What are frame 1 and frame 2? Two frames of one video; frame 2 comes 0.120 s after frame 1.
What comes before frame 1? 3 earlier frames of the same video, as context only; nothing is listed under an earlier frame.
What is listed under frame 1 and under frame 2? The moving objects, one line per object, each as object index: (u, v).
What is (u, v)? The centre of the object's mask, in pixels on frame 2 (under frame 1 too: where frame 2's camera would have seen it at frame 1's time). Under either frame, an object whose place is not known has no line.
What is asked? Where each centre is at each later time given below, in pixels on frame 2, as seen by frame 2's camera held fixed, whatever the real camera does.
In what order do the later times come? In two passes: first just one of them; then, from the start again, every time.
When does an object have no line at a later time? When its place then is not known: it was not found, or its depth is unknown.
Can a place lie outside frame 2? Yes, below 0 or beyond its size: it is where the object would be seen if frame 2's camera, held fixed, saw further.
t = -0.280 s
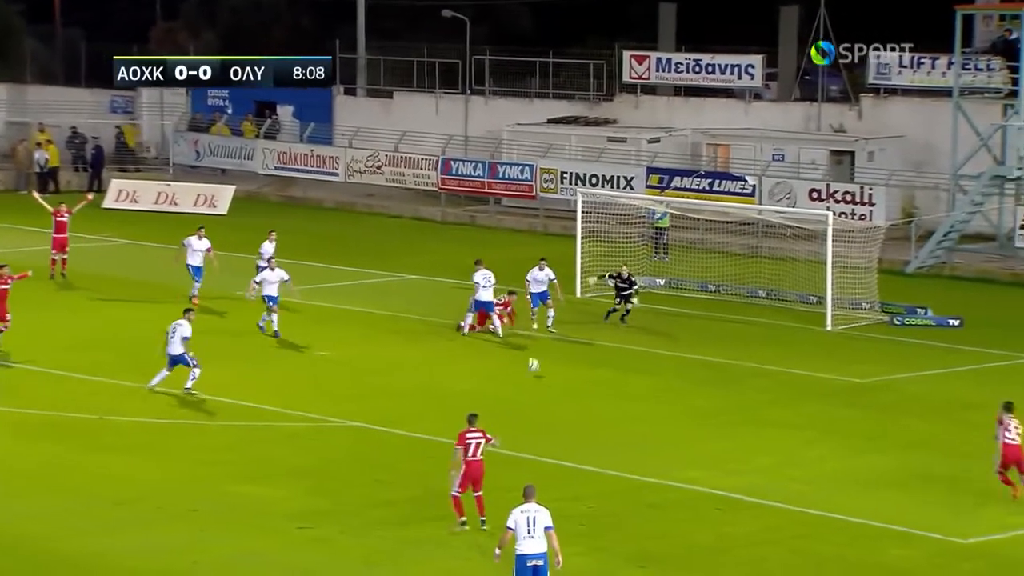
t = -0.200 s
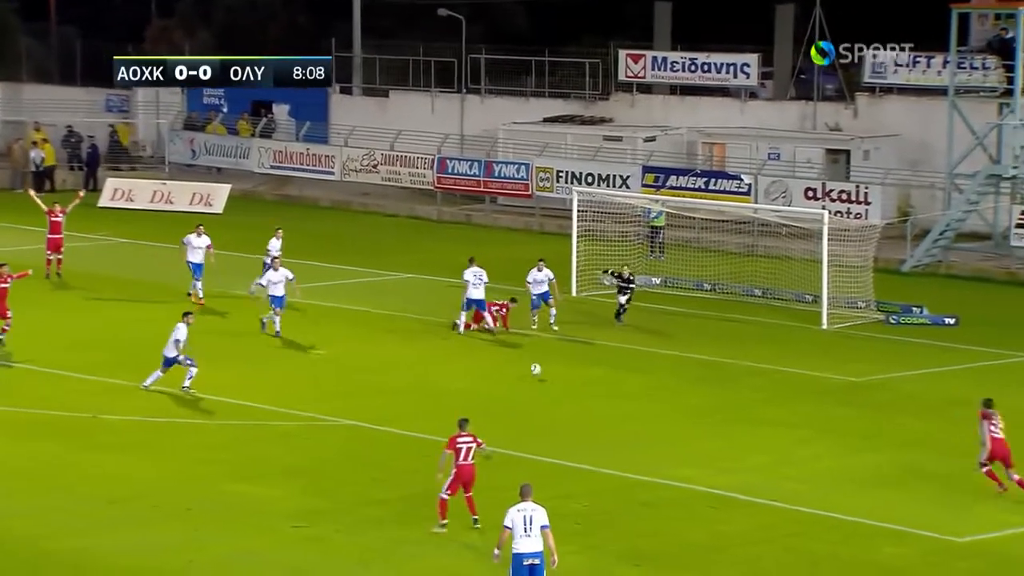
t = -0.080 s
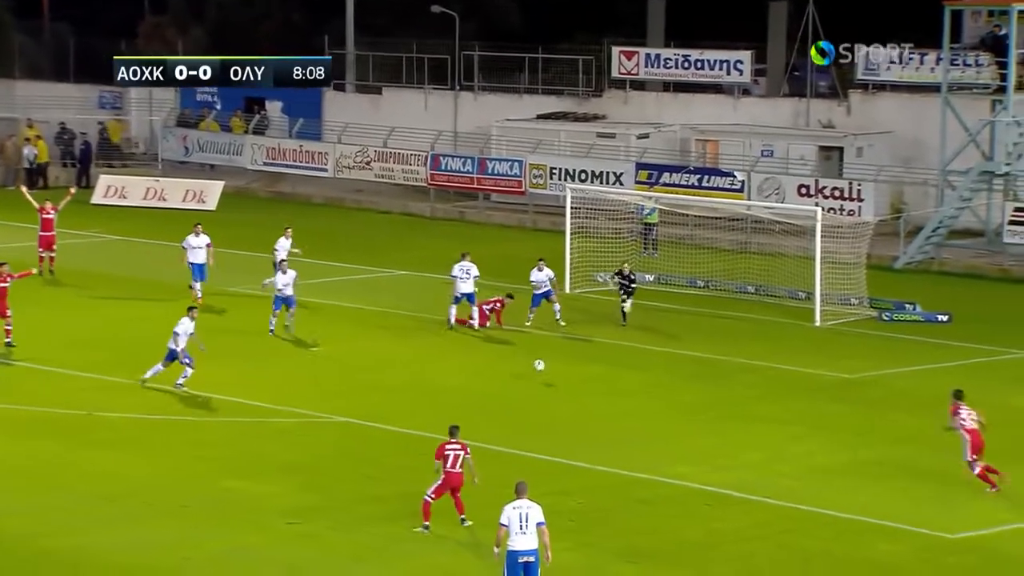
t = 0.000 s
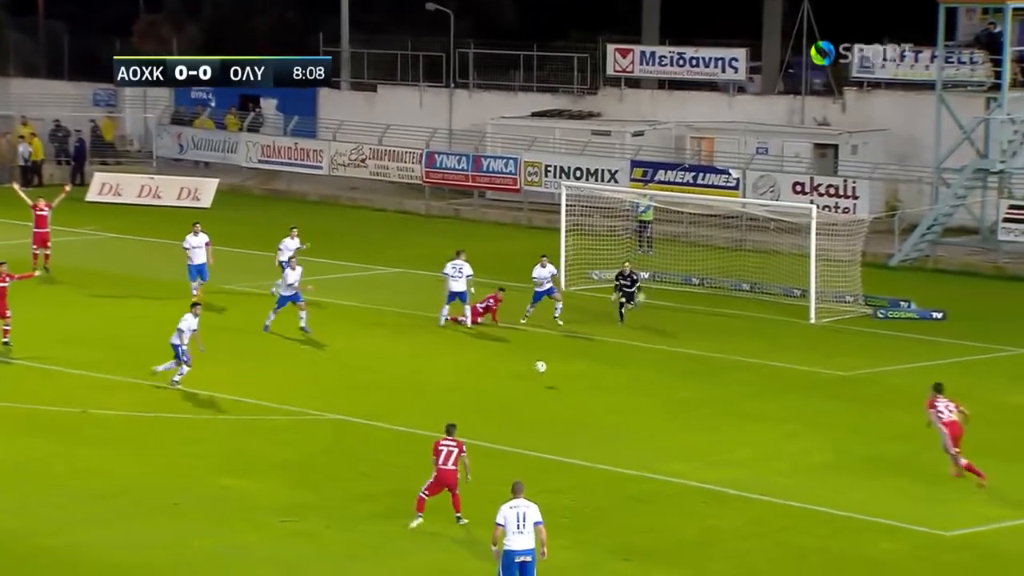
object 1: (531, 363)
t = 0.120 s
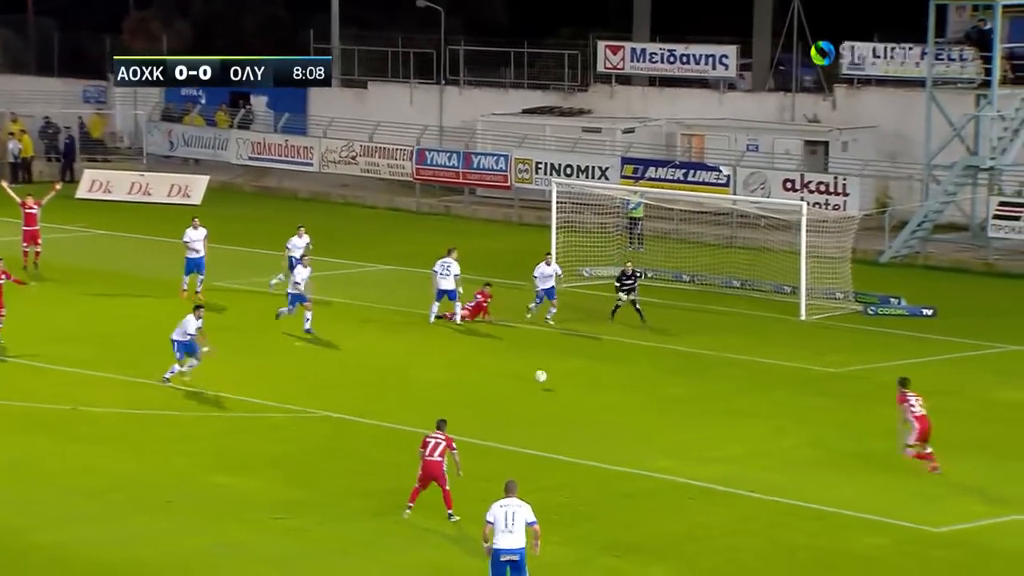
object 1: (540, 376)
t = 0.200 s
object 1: (547, 385)
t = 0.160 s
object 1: (544, 382)
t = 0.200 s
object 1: (547, 385)
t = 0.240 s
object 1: (550, 384)
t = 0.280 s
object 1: (555, 385)
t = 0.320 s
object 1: (559, 386)
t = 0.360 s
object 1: (562, 389)
